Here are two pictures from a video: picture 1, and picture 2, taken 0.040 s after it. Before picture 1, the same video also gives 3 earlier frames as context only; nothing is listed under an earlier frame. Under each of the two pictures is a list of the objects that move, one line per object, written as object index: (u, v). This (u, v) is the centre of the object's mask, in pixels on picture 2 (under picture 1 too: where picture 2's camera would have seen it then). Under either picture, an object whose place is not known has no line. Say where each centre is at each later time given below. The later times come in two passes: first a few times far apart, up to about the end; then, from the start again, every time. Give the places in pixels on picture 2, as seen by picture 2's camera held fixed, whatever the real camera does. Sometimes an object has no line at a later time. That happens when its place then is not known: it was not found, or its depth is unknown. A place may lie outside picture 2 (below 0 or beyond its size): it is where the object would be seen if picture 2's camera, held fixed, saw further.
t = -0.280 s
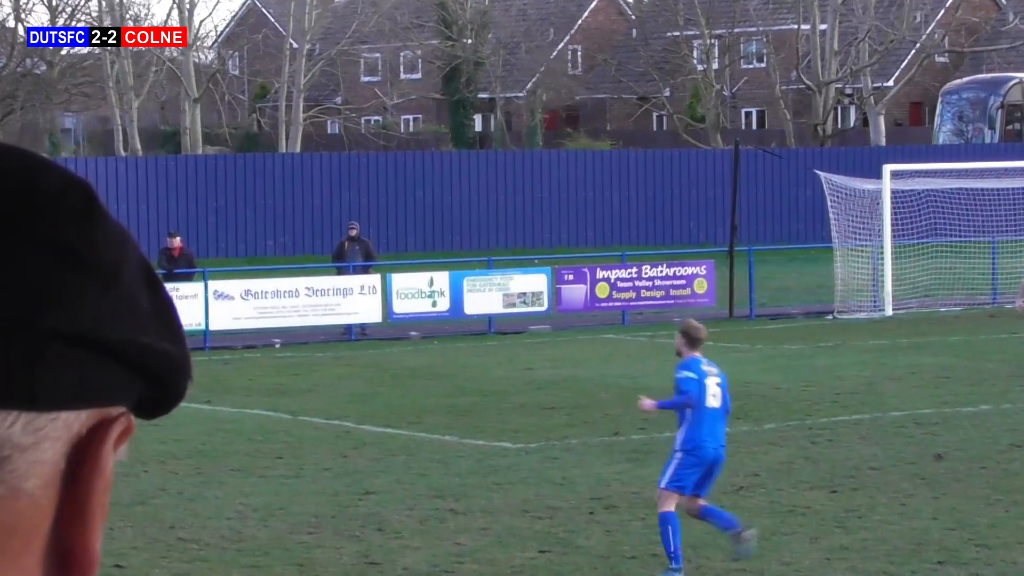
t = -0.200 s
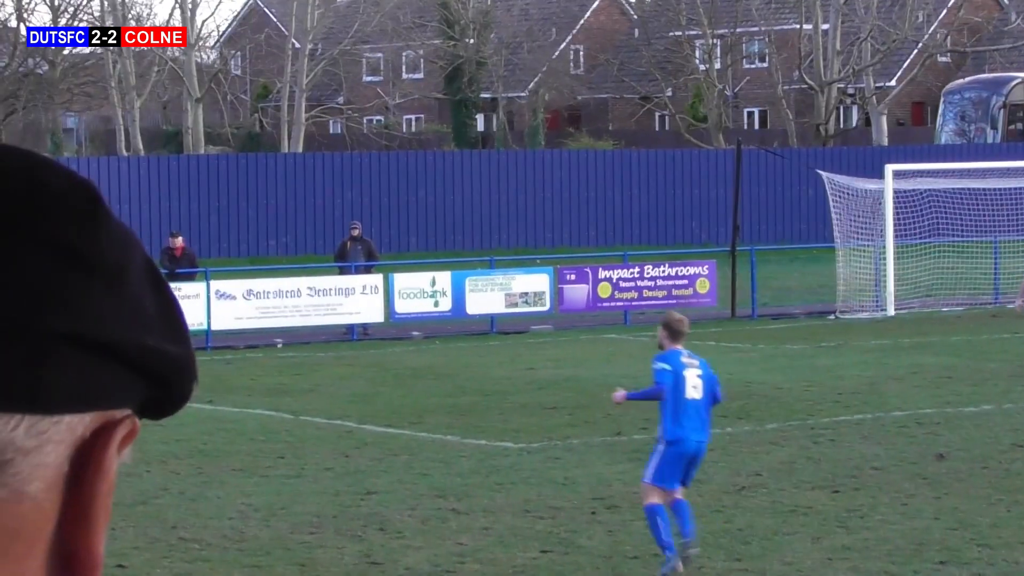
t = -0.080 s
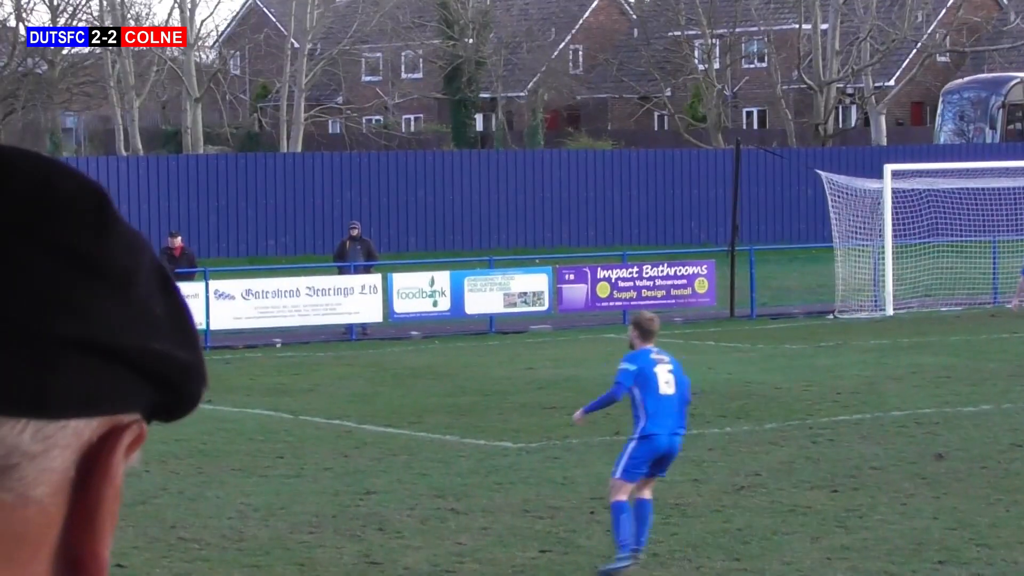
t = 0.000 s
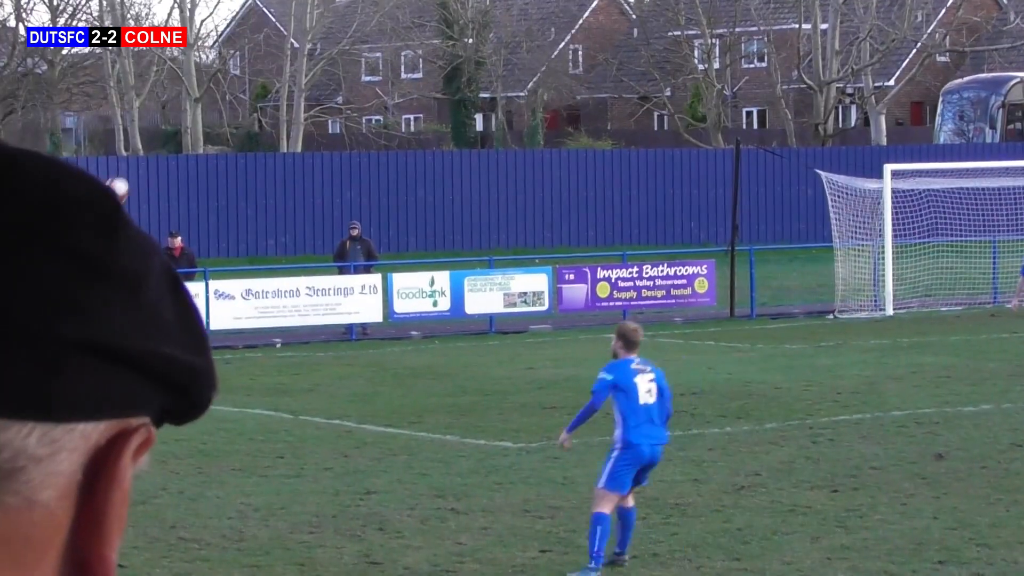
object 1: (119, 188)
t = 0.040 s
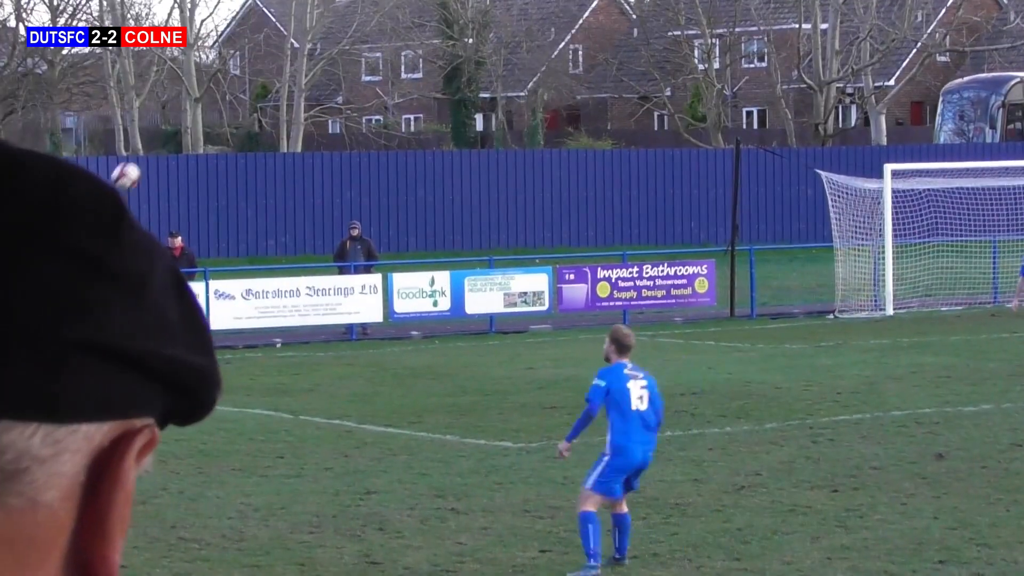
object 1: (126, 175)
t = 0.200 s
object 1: (170, 132)
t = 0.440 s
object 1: (242, 121)
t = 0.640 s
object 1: (309, 170)
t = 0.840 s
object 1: (376, 280)
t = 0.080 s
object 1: (137, 162)
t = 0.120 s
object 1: (148, 150)
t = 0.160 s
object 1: (159, 140)
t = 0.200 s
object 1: (170, 132)
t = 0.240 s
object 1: (181, 125)
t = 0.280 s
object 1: (193, 121)
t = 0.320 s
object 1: (206, 118)
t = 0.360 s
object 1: (217, 117)
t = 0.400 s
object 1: (229, 118)
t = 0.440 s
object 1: (242, 121)
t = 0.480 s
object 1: (254, 126)
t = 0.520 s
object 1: (267, 134)
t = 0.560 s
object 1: (281, 144)
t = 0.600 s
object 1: (295, 156)
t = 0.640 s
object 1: (309, 170)
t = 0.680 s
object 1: (322, 187)
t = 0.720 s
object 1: (335, 207)
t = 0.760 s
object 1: (349, 228)
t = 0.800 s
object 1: (362, 251)
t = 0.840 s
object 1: (376, 280)
